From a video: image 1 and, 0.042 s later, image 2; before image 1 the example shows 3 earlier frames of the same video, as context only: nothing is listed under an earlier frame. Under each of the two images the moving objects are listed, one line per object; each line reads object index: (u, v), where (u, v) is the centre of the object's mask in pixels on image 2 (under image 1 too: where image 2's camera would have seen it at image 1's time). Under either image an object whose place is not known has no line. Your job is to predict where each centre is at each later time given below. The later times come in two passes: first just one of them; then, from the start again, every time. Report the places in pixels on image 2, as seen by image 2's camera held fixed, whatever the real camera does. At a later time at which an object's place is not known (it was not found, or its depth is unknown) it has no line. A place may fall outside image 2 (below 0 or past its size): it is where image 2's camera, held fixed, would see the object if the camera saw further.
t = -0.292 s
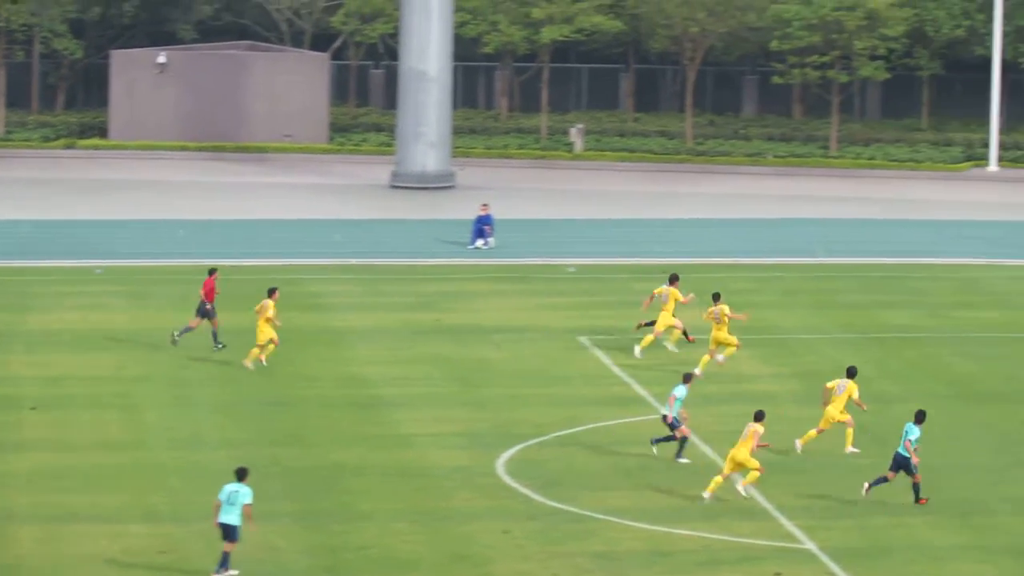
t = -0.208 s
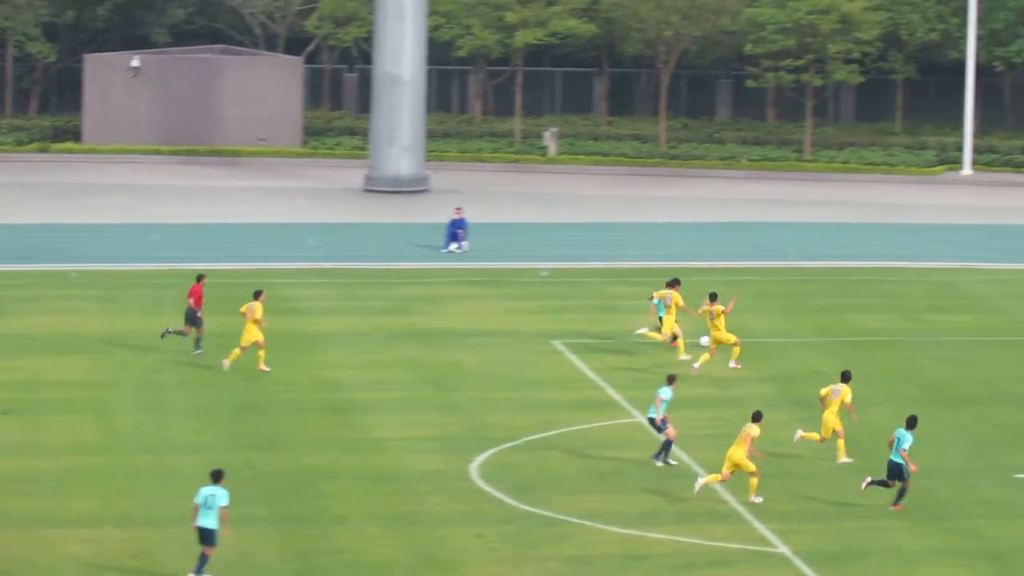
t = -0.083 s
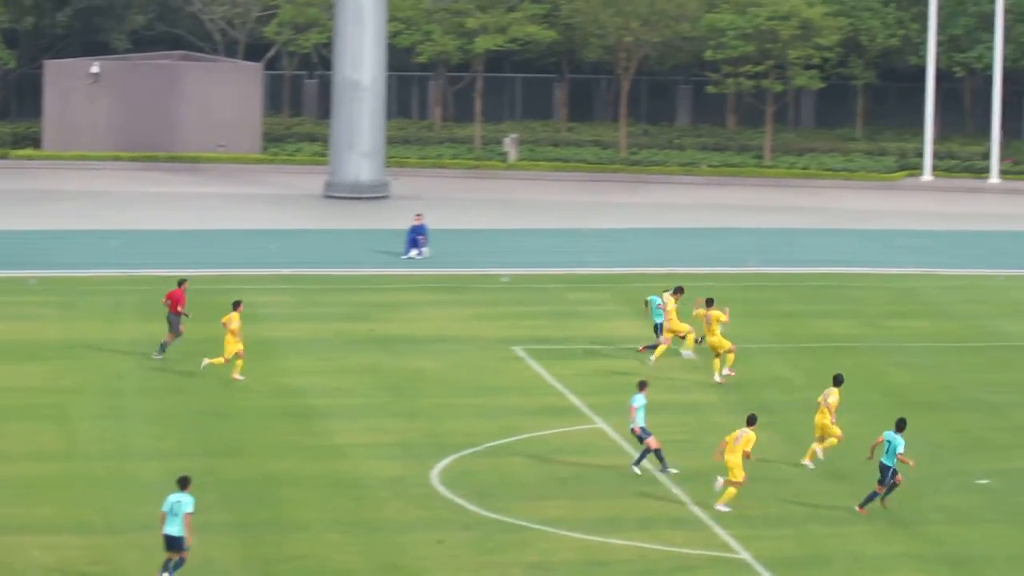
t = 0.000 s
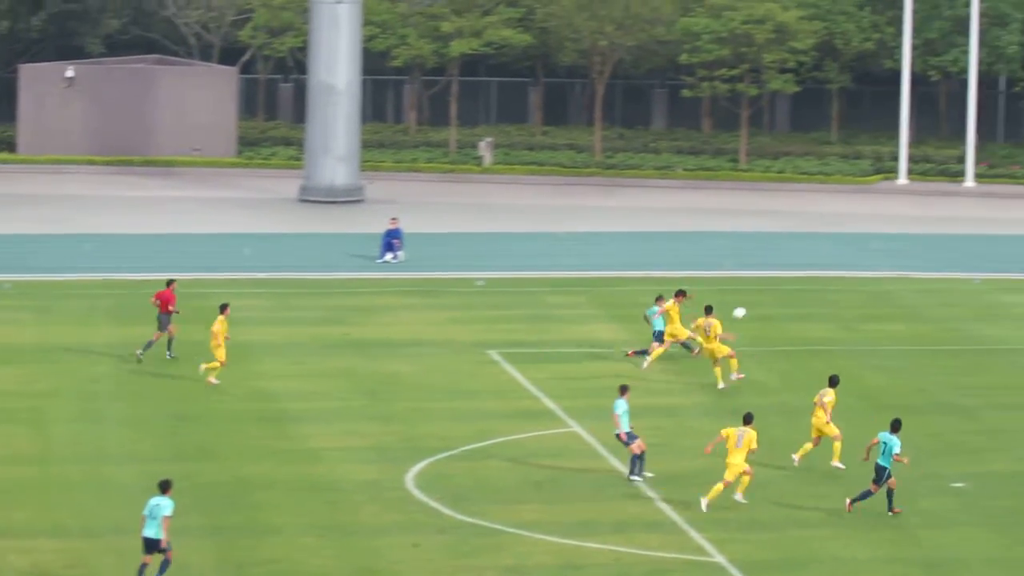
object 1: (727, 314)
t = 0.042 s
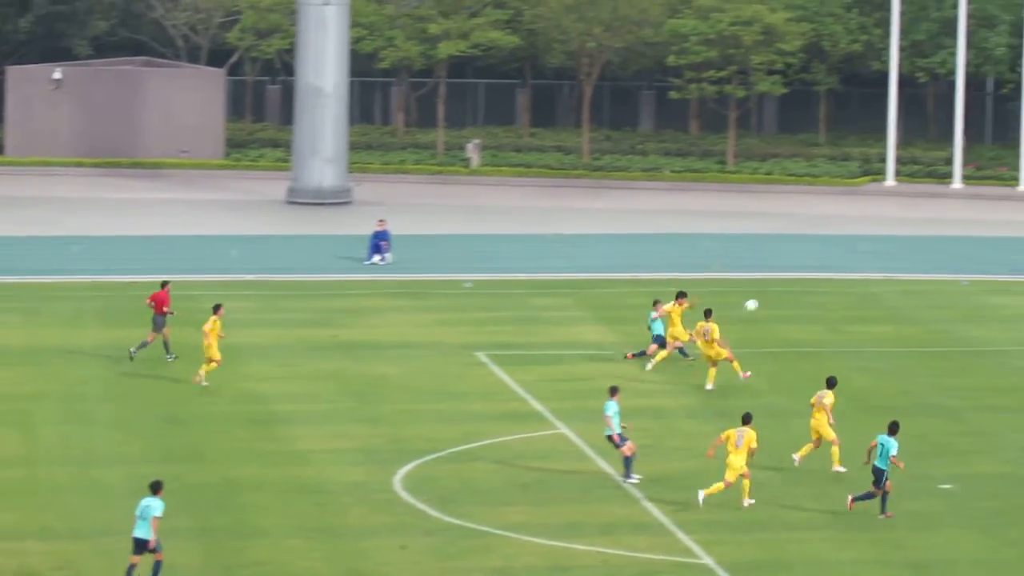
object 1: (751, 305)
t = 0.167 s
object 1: (821, 280)
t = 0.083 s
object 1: (774, 296)
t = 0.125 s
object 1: (798, 288)
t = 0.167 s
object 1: (821, 280)
